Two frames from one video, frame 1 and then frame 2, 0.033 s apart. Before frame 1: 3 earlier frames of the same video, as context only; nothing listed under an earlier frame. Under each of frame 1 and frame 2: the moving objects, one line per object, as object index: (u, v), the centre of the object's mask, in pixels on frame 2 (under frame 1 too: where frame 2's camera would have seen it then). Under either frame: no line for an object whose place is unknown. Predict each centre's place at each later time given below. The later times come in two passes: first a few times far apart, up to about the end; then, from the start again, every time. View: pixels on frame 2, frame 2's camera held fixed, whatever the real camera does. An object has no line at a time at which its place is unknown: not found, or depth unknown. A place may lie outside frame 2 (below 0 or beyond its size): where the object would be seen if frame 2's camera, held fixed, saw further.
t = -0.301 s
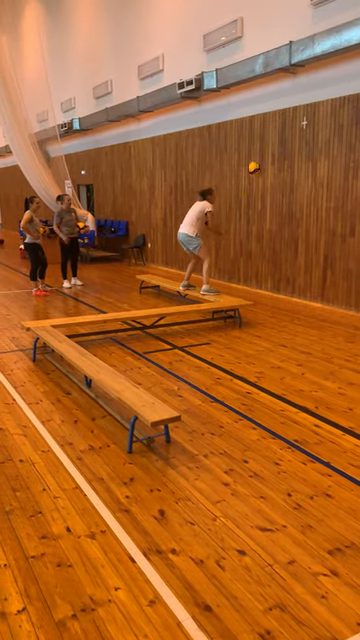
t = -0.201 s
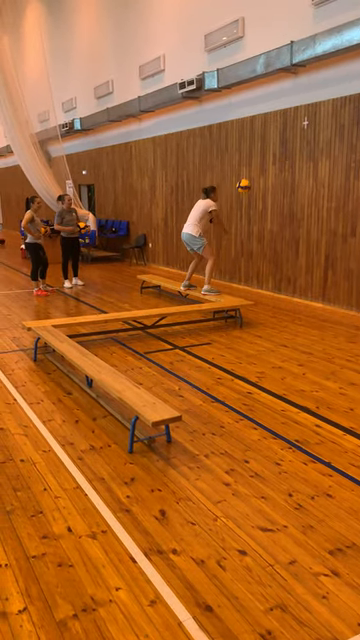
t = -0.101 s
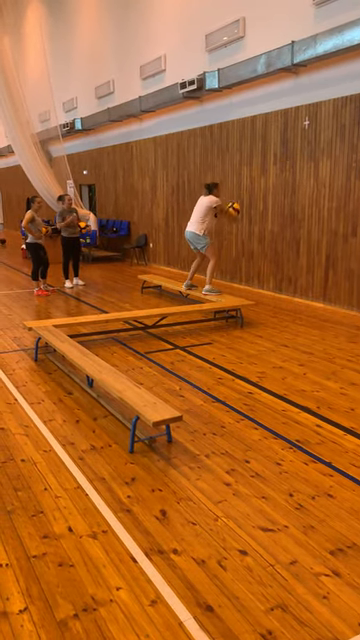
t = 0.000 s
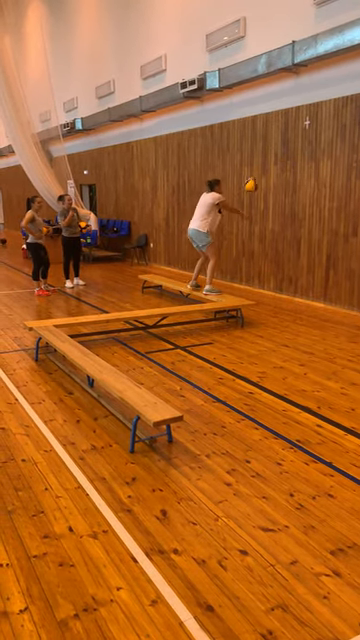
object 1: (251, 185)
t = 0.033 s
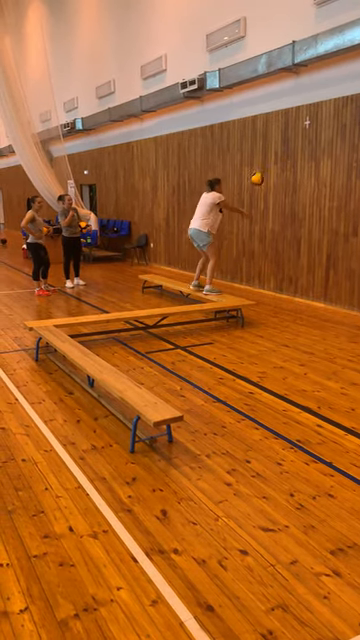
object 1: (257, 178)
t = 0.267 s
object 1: (297, 152)
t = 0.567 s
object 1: (281, 165)
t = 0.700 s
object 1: (267, 190)
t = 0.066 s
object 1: (263, 172)
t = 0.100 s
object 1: (269, 166)
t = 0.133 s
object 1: (275, 162)
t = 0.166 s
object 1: (280, 158)
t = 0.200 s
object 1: (286, 155)
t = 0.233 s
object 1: (291, 153)
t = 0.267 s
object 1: (297, 152)
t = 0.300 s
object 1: (302, 150)
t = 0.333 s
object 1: (304, 151)
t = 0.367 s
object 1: (301, 151)
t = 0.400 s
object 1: (297, 151)
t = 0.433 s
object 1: (294, 152)
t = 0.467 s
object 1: (291, 153)
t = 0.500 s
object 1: (287, 157)
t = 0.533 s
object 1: (284, 160)
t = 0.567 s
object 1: (281, 165)
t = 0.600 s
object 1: (278, 169)
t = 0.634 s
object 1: (274, 176)
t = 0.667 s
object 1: (271, 183)
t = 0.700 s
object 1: (267, 190)
